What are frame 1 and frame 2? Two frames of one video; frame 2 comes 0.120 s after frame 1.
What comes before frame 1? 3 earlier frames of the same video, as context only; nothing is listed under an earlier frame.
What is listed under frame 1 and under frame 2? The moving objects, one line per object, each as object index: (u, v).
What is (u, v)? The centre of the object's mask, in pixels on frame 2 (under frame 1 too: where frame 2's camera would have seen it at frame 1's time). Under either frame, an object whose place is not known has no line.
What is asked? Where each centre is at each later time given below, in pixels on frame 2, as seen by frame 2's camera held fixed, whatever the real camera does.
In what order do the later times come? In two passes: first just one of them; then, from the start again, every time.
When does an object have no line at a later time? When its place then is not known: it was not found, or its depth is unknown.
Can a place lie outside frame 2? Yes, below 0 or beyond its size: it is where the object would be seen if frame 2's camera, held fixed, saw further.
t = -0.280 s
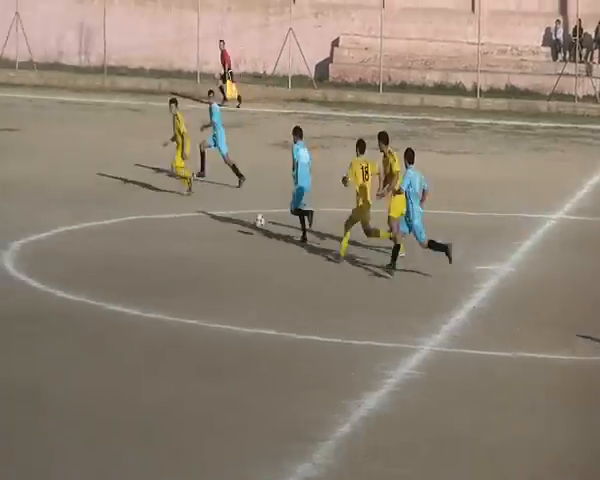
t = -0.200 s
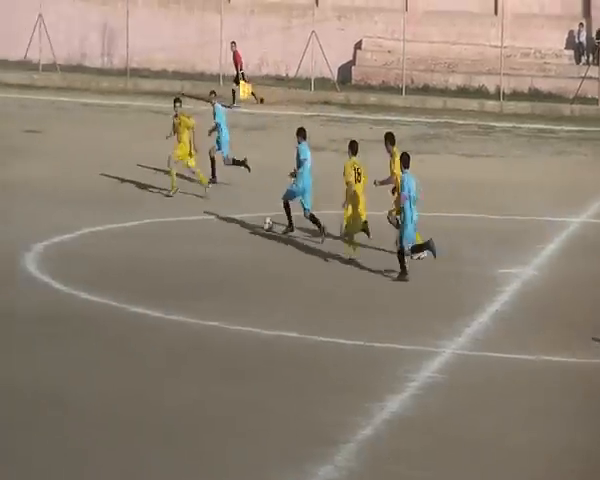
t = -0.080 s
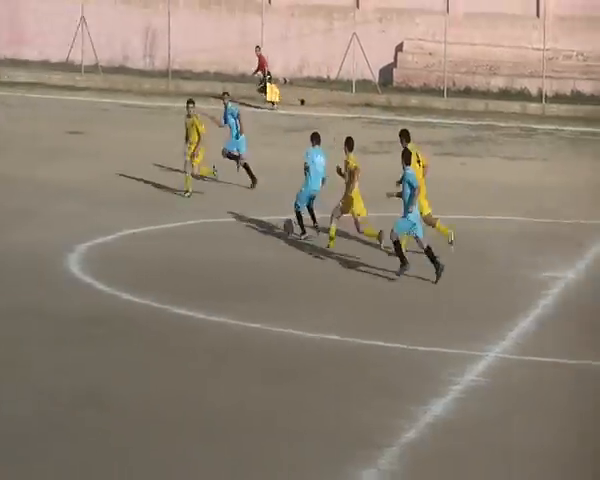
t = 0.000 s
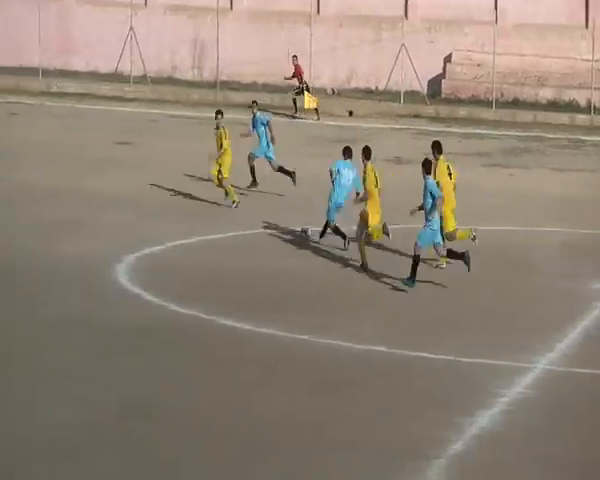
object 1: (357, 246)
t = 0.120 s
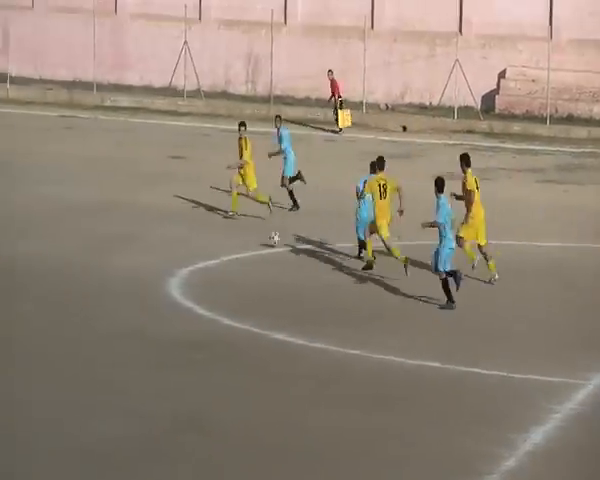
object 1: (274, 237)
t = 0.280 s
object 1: (176, 229)
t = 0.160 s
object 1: (248, 236)
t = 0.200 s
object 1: (223, 233)
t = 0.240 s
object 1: (199, 230)
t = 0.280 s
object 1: (176, 229)
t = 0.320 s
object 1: (155, 225)
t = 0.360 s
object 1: (135, 220)
